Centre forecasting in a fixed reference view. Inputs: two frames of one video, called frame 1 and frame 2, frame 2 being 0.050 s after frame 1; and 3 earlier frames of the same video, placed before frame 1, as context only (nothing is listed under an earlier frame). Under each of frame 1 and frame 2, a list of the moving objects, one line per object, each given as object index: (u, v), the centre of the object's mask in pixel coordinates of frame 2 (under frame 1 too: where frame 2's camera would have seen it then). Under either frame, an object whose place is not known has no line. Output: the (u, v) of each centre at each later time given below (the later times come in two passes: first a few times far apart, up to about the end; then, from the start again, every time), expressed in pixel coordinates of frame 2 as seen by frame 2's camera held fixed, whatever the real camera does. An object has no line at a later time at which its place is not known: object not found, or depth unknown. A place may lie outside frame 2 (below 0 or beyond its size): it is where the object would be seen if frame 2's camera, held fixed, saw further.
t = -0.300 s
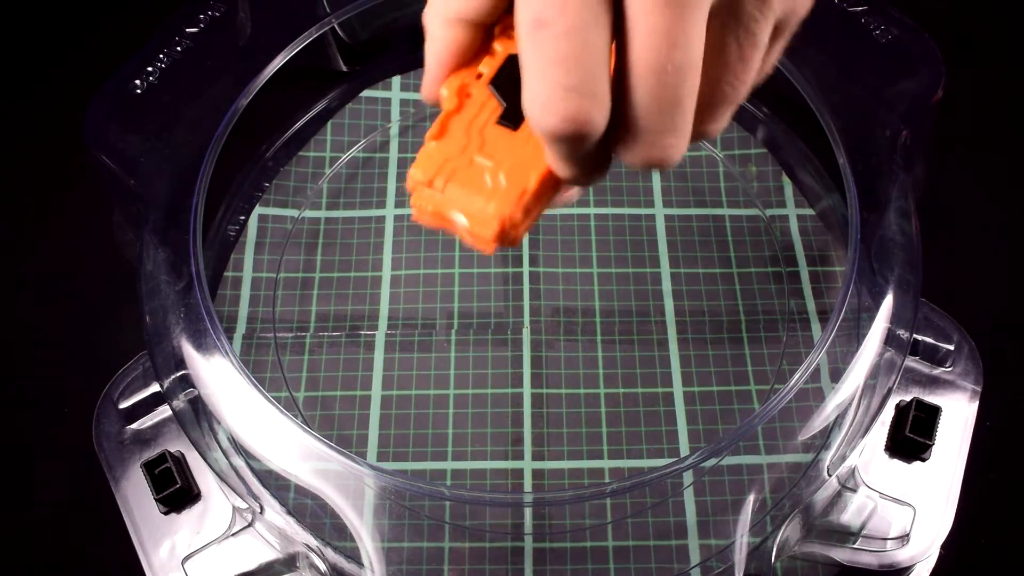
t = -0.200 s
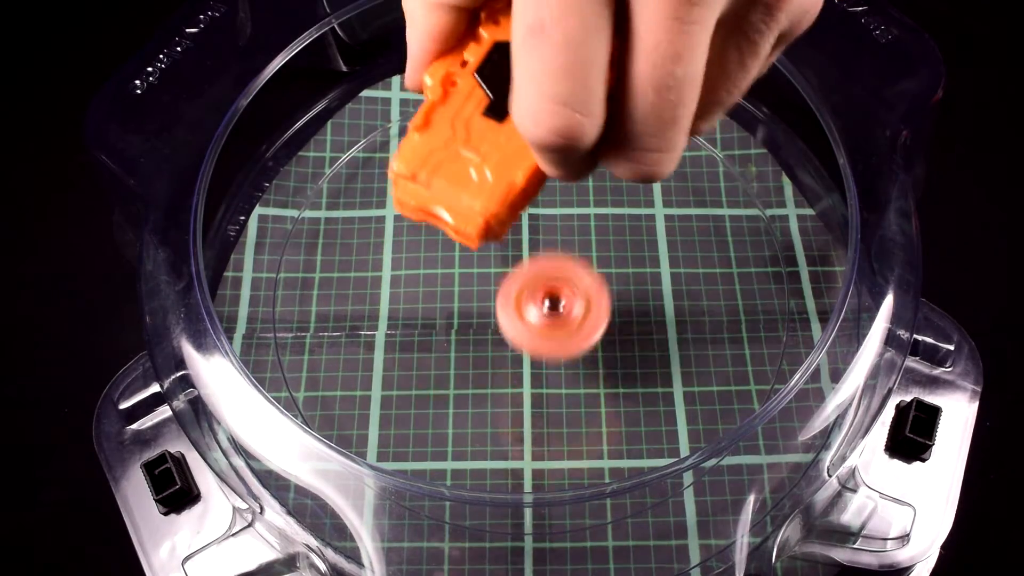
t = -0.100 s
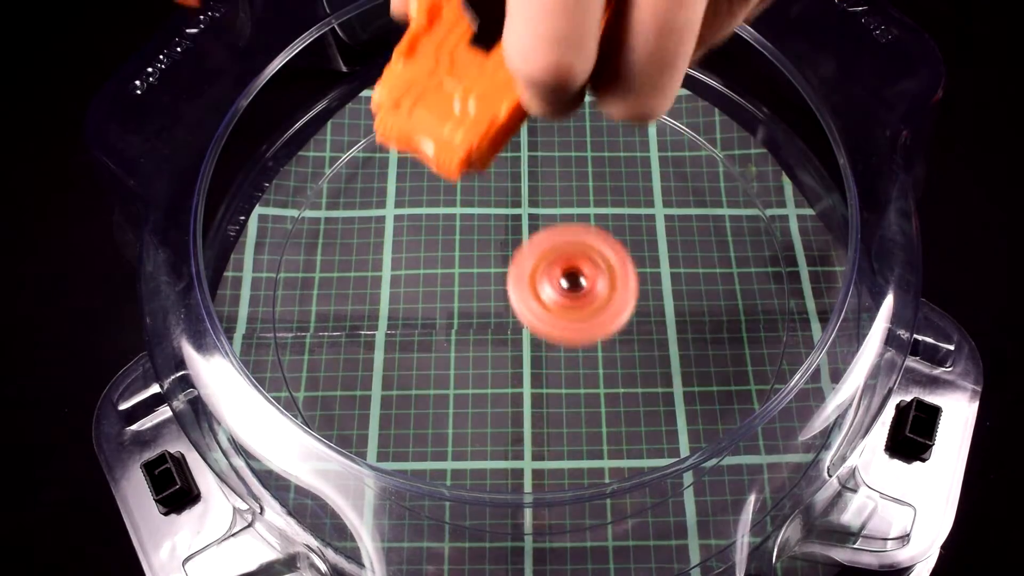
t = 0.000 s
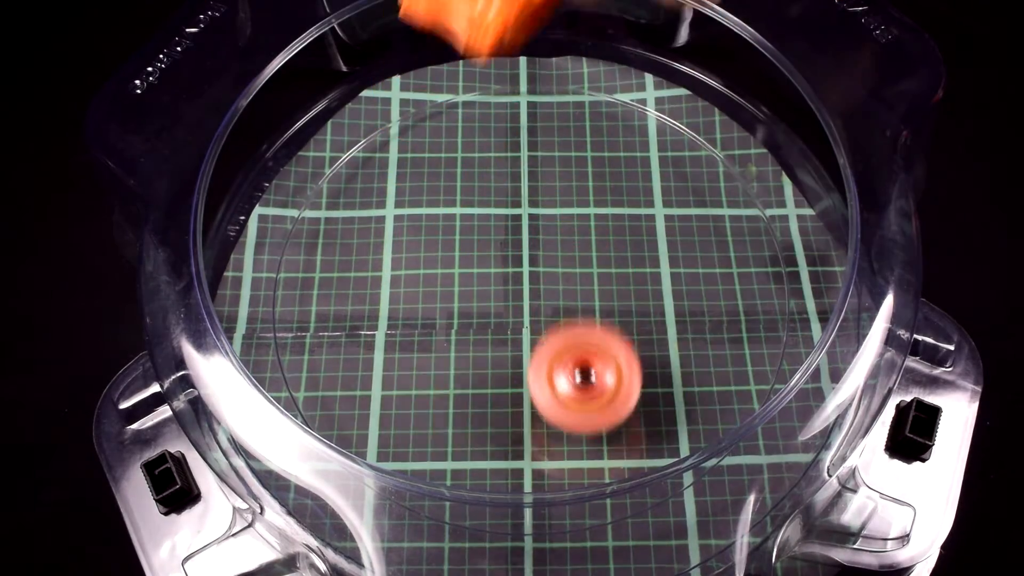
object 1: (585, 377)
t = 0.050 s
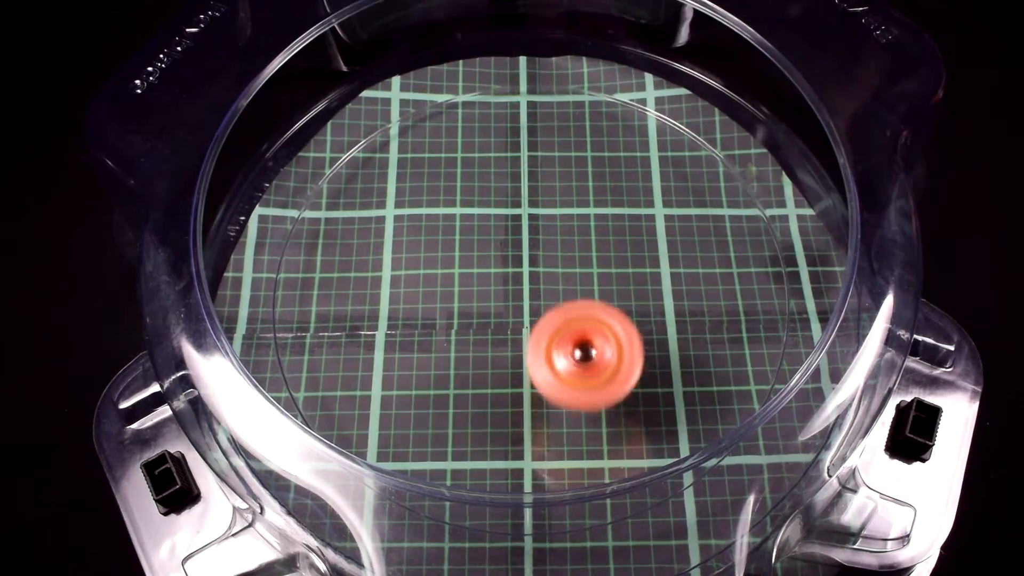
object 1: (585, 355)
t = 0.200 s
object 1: (573, 329)
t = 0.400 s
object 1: (550, 254)
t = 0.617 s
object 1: (532, 227)
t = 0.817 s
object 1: (526, 275)
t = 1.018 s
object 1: (551, 338)
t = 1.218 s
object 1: (603, 334)
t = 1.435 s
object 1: (604, 274)
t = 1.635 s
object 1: (534, 251)
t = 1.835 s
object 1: (463, 281)
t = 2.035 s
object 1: (463, 329)
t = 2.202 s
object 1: (517, 347)
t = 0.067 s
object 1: (585, 350)
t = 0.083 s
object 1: (584, 349)
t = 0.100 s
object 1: (583, 350)
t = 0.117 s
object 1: (581, 353)
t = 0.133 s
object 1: (580, 353)
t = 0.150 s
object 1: (579, 343)
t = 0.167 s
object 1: (577, 336)
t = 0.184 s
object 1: (575, 331)
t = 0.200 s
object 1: (573, 329)
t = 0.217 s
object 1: (571, 324)
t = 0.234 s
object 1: (569, 315)
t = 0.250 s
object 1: (567, 309)
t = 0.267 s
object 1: (565, 305)
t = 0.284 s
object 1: (563, 296)
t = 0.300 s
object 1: (561, 291)
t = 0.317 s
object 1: (559, 284)
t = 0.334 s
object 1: (557, 277)
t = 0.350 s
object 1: (555, 271)
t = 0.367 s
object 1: (553, 265)
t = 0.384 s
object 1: (552, 260)
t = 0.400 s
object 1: (550, 254)
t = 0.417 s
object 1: (548, 249)
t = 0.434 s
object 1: (546, 245)
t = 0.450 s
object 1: (545, 240)
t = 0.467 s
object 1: (543, 236)
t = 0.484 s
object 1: (542, 233)
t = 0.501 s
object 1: (540, 230)
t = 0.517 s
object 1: (538, 228)
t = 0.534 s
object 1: (537, 226)
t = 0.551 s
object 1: (536, 225)
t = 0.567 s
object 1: (535, 224)
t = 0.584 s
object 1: (534, 224)
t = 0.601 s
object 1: (533, 225)
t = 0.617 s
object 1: (532, 227)
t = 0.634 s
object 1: (531, 229)
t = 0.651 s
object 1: (530, 231)
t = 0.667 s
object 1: (530, 234)
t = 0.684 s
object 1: (529, 237)
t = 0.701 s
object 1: (528, 241)
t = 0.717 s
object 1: (528, 245)
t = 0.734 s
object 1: (527, 249)
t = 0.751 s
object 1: (526, 254)
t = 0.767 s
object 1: (526, 259)
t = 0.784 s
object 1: (526, 264)
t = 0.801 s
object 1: (525, 270)
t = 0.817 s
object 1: (526, 275)
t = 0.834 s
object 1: (526, 282)
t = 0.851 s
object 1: (527, 288)
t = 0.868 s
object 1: (528, 294)
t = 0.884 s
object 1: (529, 300)
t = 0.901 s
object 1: (530, 306)
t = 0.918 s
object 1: (532, 311)
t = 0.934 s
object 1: (535, 317)
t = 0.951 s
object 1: (537, 322)
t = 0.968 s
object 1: (541, 327)
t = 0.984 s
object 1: (543, 331)
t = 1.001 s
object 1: (547, 335)
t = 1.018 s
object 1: (551, 338)
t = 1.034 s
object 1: (555, 341)
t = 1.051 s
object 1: (560, 343)
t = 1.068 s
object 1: (564, 345)
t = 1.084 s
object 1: (569, 346)
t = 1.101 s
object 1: (573, 346)
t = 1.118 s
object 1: (578, 346)
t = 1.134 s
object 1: (582, 346)
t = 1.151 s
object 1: (587, 344)
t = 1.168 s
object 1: (591, 343)
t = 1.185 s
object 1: (595, 340)
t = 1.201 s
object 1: (599, 338)
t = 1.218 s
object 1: (603, 334)
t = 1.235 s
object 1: (606, 330)
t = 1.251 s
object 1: (609, 326)
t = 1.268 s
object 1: (611, 322)
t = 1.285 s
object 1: (613, 317)
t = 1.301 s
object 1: (615, 313)
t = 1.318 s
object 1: (616, 308)
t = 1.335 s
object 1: (616, 302)
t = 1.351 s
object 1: (615, 297)
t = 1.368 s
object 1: (614, 292)
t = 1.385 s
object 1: (612, 287)
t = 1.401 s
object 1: (610, 282)
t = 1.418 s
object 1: (607, 278)
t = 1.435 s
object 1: (604, 274)
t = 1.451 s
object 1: (600, 270)
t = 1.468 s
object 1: (595, 266)
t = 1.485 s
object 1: (591, 263)
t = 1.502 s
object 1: (586, 260)
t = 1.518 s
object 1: (580, 258)
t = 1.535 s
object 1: (574, 255)
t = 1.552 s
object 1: (568, 254)
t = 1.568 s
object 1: (562, 252)
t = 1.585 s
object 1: (555, 252)
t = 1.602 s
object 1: (548, 251)
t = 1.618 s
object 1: (541, 251)
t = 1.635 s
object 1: (534, 251)
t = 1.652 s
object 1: (526, 251)
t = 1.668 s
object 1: (519, 253)
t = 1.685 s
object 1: (513, 254)
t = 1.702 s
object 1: (506, 256)
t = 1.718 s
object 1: (499, 258)
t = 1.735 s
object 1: (493, 261)
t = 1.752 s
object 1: (486, 264)
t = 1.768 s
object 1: (481, 267)
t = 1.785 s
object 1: (475, 270)
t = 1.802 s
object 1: (471, 274)
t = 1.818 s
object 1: (467, 278)
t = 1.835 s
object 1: (463, 281)
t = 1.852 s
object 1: (460, 285)
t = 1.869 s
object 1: (457, 288)
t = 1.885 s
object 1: (455, 292)
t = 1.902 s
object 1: (454, 296)
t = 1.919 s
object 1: (453, 300)
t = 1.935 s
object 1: (453, 304)
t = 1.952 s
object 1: (453, 309)
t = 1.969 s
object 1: (454, 313)
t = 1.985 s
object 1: (456, 317)
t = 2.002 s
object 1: (458, 322)
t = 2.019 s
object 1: (460, 325)
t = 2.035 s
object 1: (463, 329)
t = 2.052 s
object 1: (467, 333)
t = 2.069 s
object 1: (471, 336)
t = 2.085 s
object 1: (476, 339)
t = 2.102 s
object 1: (481, 341)
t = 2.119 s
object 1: (487, 344)
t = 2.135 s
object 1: (493, 345)
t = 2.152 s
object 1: (499, 347)
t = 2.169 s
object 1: (505, 347)
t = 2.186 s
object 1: (511, 347)
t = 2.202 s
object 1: (517, 347)
